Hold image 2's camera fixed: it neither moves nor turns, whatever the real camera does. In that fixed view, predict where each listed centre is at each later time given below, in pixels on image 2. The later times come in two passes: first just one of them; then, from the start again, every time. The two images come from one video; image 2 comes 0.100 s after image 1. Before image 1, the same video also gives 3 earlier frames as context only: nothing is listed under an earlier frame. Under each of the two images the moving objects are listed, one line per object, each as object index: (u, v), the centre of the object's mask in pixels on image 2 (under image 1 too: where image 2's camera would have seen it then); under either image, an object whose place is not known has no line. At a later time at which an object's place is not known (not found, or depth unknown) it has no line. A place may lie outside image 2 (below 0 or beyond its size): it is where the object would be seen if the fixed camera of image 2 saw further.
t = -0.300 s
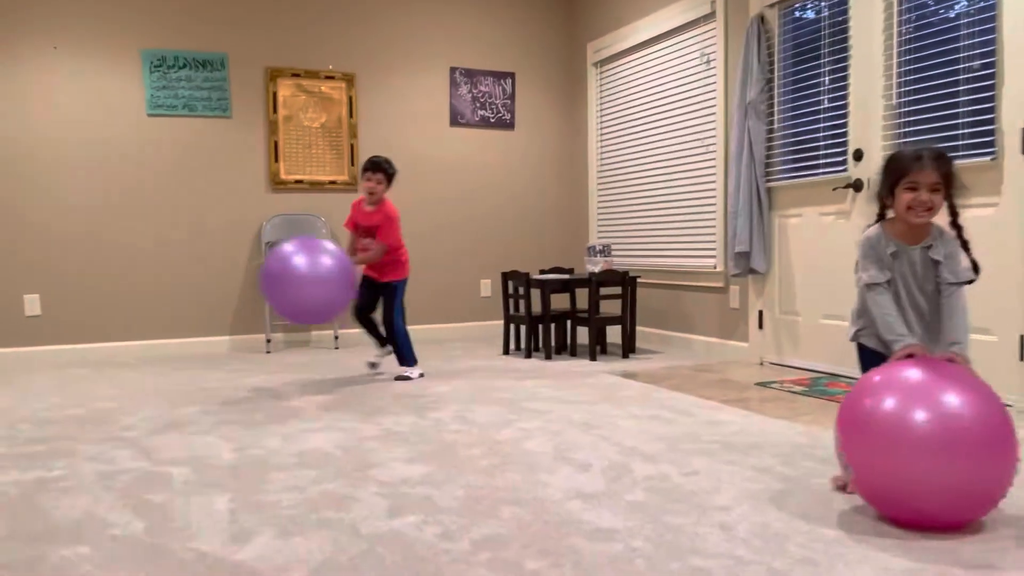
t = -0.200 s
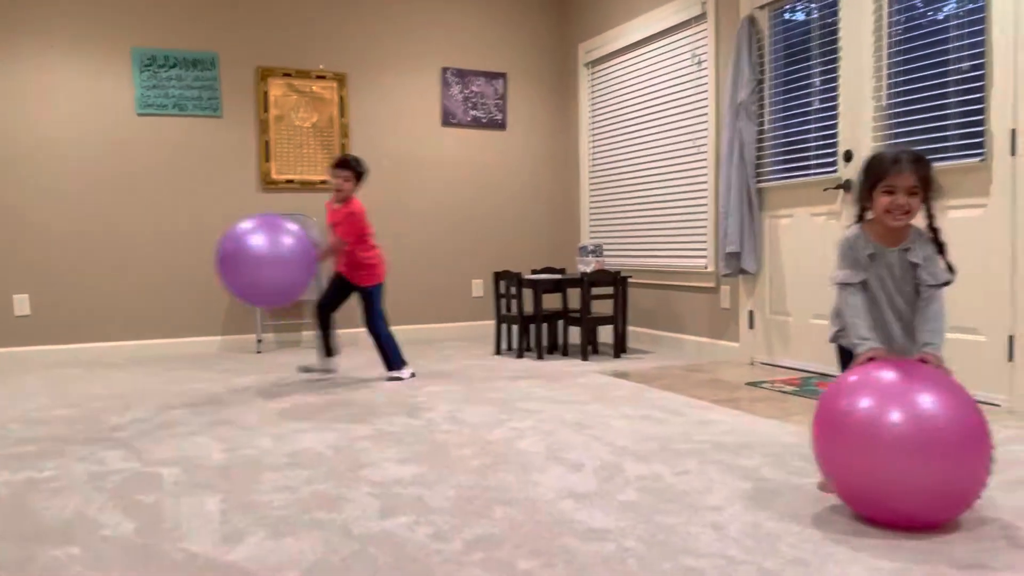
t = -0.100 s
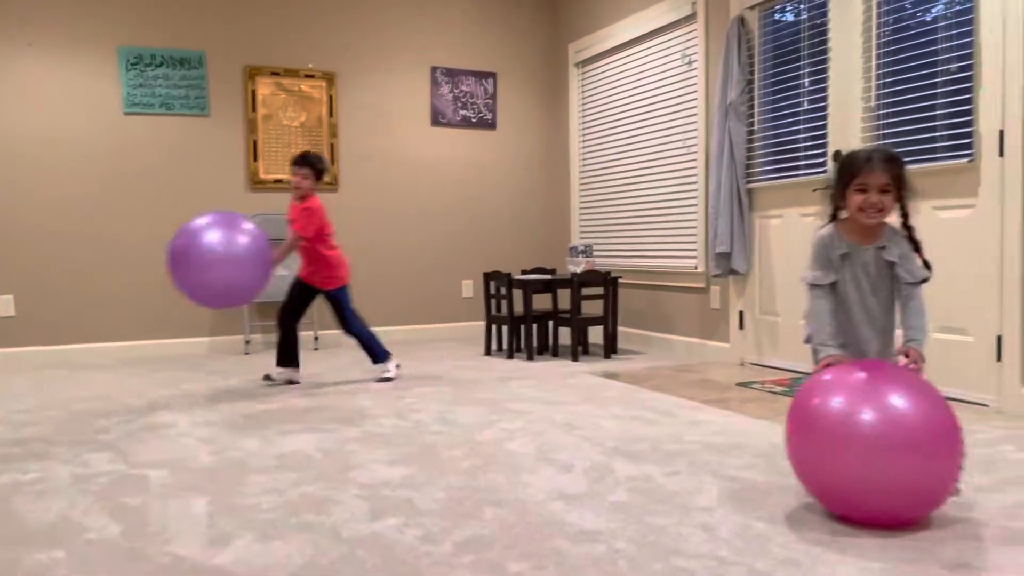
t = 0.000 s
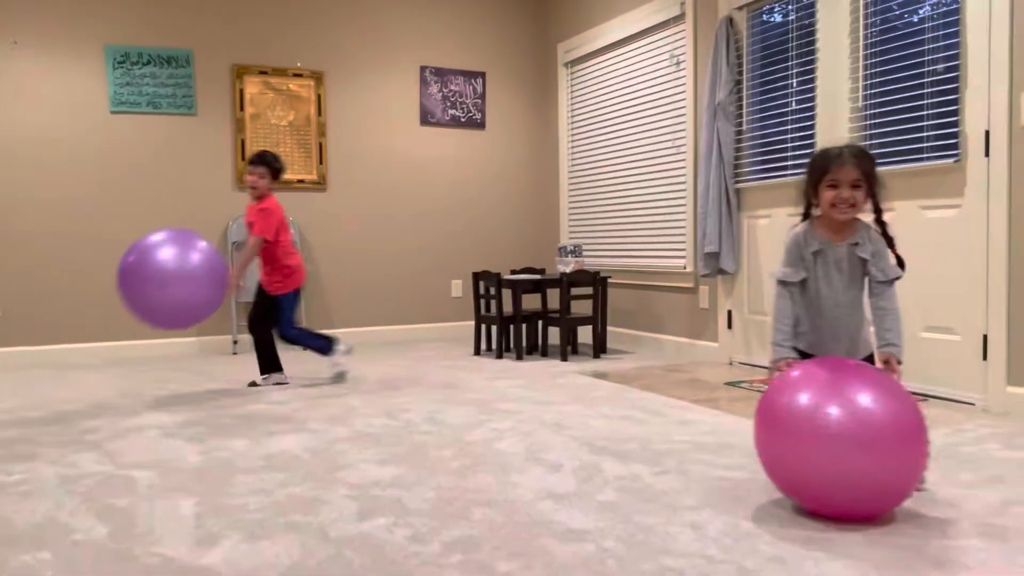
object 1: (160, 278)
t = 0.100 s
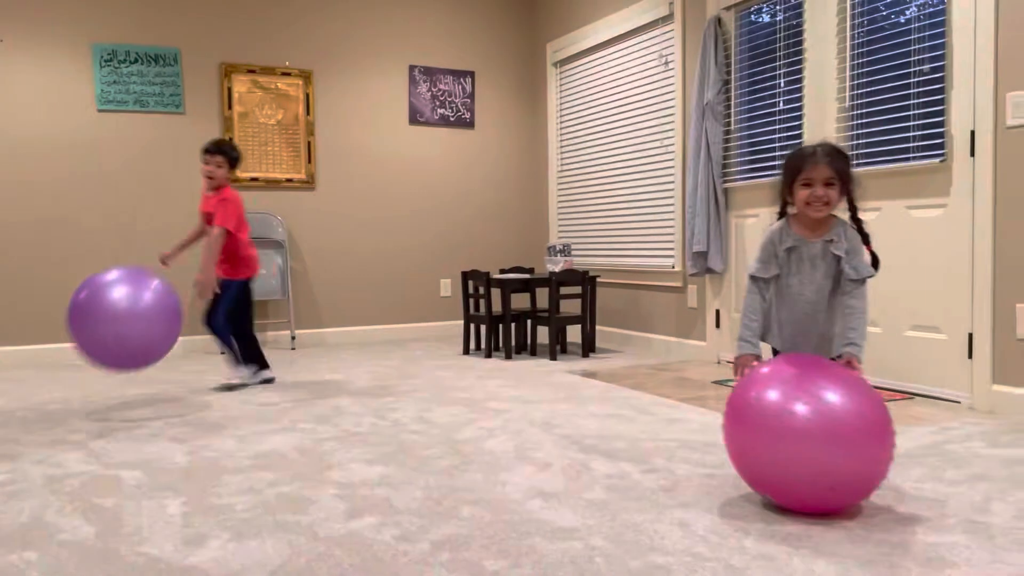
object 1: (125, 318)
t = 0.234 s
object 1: (78, 381)
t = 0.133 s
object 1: (113, 336)
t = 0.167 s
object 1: (102, 357)
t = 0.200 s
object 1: (90, 381)
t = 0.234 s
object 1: (78, 381)
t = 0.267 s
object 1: (71, 362)
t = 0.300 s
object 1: (66, 344)
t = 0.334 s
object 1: (62, 330)
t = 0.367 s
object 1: (59, 317)
